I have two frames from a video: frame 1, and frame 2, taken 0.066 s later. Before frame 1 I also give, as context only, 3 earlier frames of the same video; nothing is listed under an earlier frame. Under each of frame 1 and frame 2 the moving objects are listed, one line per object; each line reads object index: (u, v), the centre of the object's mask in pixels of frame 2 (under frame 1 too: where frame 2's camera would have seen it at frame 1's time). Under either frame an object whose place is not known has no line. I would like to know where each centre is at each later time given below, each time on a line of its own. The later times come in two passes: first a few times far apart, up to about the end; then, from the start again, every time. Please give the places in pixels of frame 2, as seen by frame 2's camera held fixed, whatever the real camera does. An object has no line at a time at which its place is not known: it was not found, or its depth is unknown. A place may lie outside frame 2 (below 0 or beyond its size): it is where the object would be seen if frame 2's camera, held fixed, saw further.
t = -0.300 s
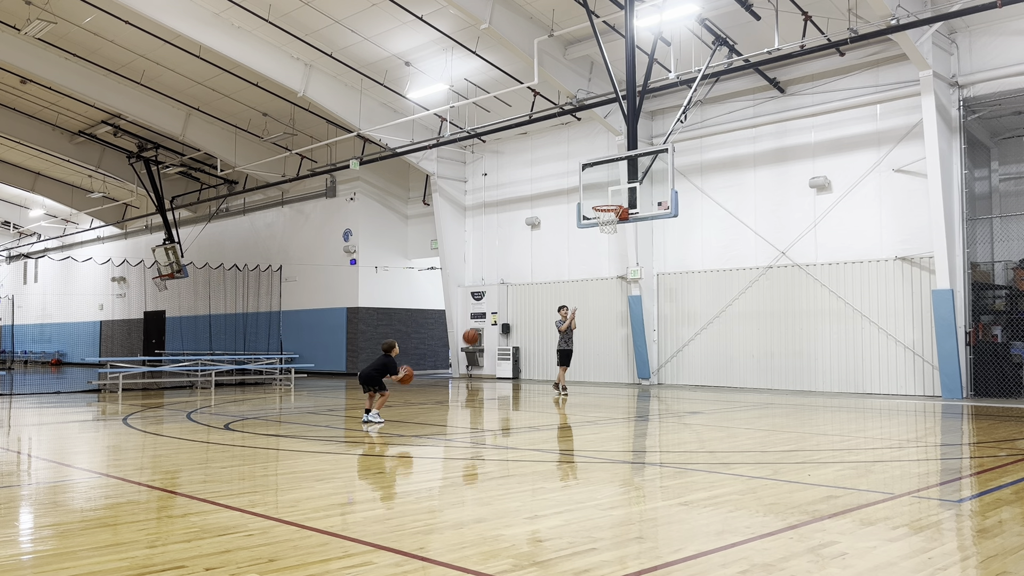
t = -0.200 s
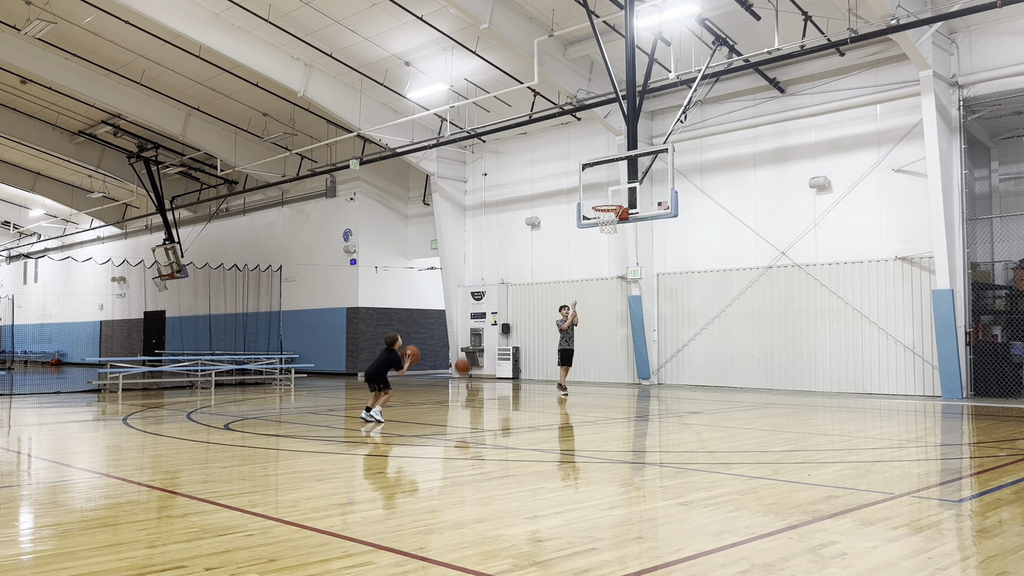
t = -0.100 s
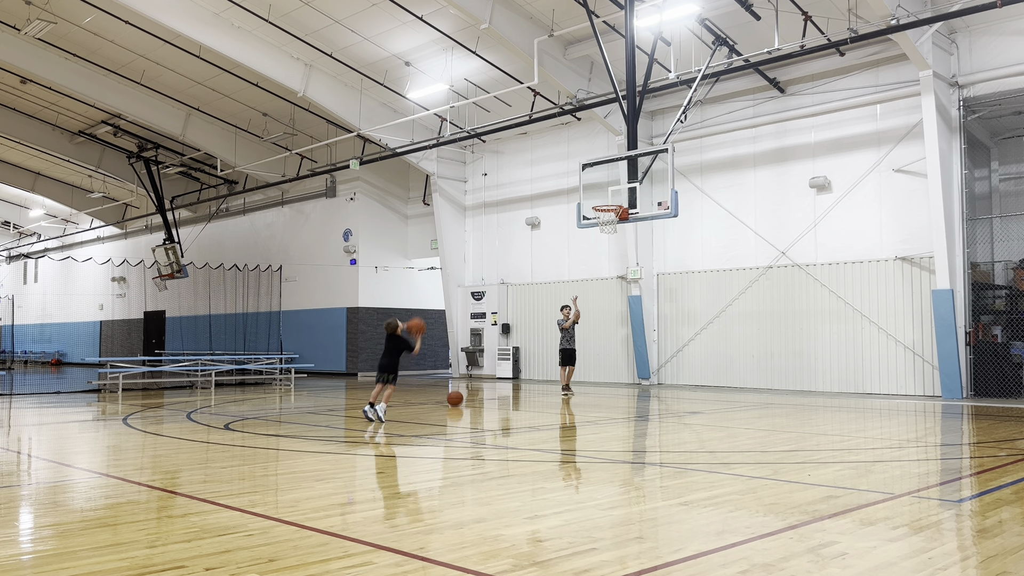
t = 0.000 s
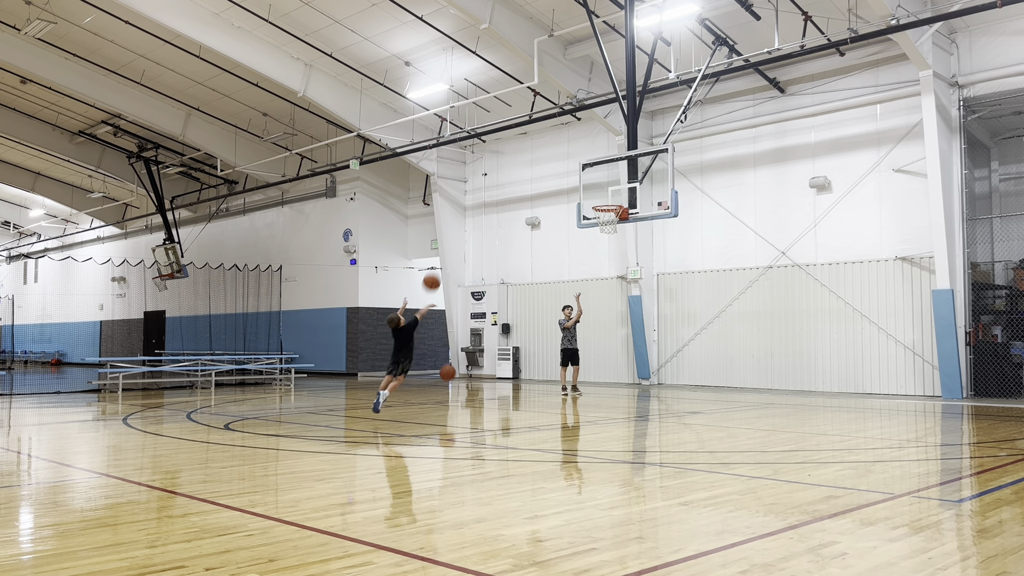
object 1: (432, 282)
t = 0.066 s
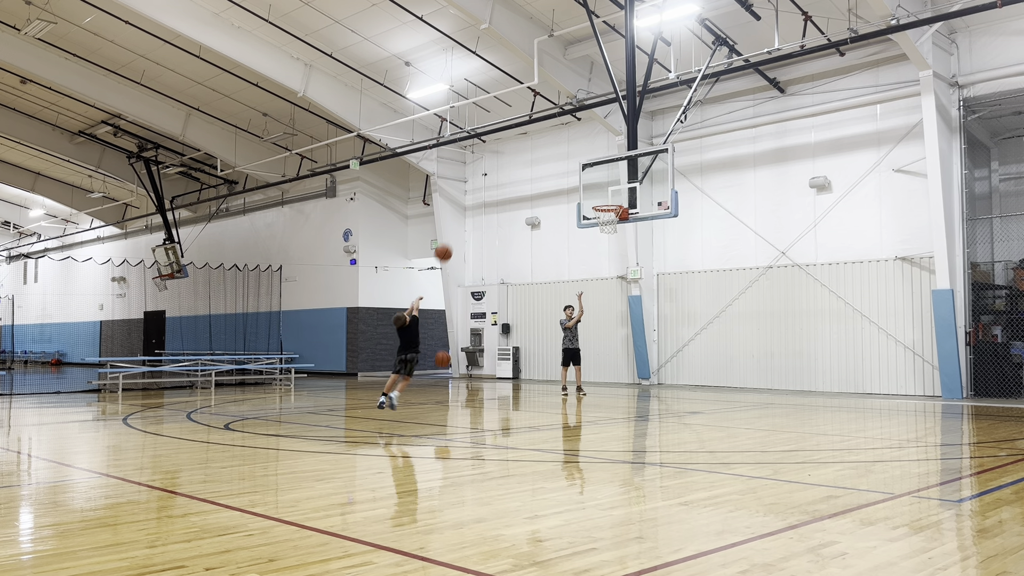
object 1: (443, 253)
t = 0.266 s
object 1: (476, 190)
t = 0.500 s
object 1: (510, 159)
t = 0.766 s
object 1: (545, 170)
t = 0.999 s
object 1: (573, 216)
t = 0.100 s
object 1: (449, 240)
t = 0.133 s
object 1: (455, 228)
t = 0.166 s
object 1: (460, 217)
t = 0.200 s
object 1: (465, 207)
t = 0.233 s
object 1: (471, 198)
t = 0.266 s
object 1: (476, 190)
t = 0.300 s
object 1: (481, 183)
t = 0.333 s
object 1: (486, 177)
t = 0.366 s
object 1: (491, 172)
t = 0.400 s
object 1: (496, 167)
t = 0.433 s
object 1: (501, 164)
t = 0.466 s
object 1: (506, 161)
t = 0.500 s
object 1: (510, 159)
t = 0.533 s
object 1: (515, 158)
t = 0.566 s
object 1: (519, 157)
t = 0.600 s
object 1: (523, 158)
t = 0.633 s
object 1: (528, 159)
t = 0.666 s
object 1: (532, 161)
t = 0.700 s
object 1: (536, 163)
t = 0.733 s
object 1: (540, 166)
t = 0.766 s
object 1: (545, 170)
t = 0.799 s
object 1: (549, 175)
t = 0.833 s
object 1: (553, 180)
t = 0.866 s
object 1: (557, 186)
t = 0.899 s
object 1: (561, 193)
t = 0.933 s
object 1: (565, 199)
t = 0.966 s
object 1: (569, 207)
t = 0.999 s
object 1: (573, 216)
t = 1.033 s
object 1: (577, 224)
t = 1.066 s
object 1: (580, 234)
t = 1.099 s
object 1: (584, 244)
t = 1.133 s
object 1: (588, 255)
